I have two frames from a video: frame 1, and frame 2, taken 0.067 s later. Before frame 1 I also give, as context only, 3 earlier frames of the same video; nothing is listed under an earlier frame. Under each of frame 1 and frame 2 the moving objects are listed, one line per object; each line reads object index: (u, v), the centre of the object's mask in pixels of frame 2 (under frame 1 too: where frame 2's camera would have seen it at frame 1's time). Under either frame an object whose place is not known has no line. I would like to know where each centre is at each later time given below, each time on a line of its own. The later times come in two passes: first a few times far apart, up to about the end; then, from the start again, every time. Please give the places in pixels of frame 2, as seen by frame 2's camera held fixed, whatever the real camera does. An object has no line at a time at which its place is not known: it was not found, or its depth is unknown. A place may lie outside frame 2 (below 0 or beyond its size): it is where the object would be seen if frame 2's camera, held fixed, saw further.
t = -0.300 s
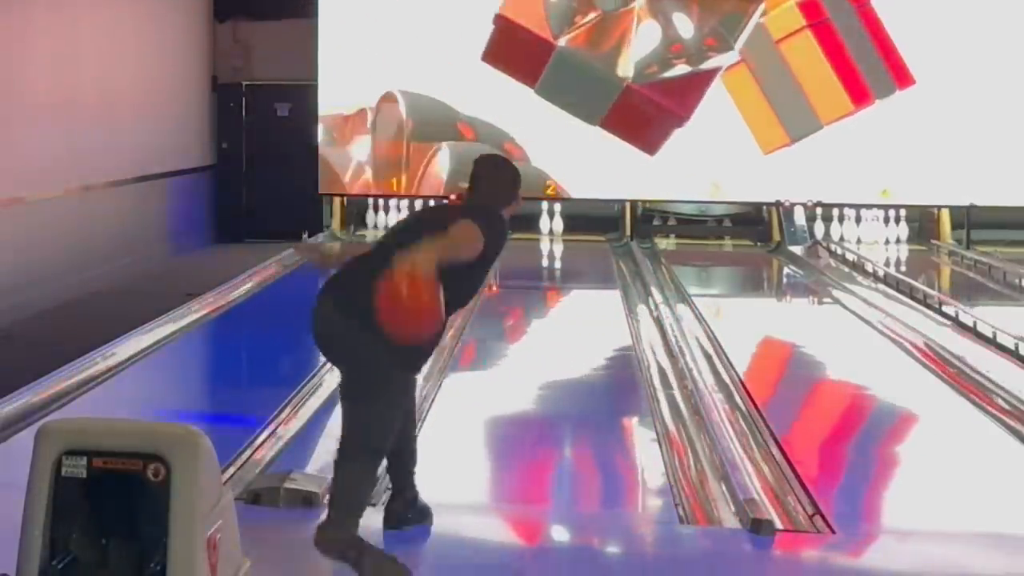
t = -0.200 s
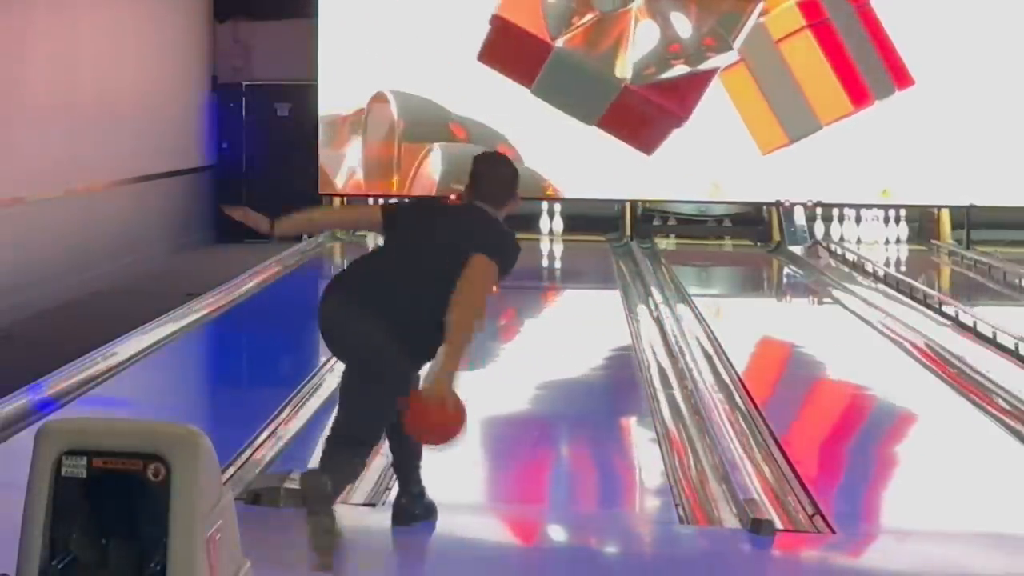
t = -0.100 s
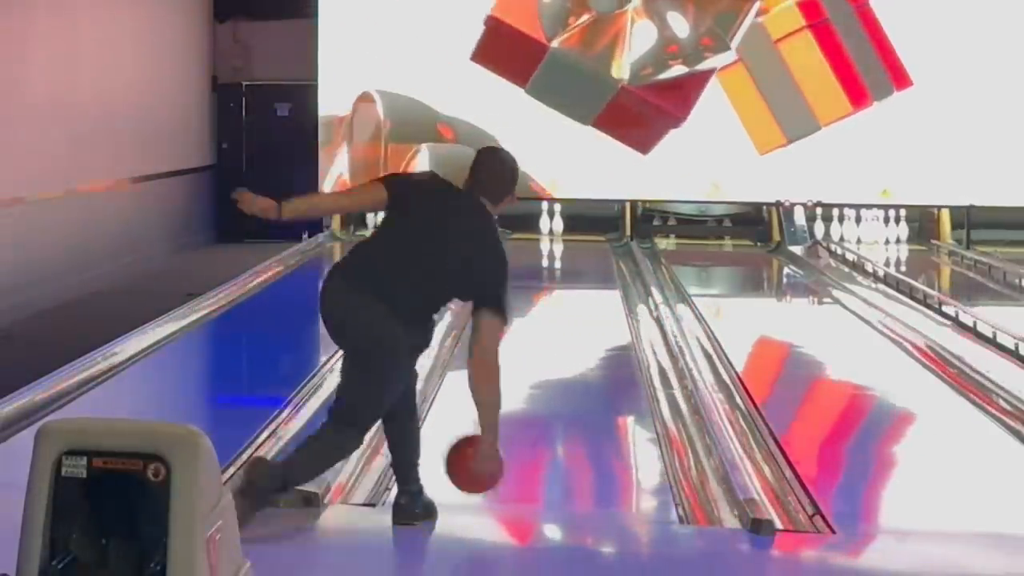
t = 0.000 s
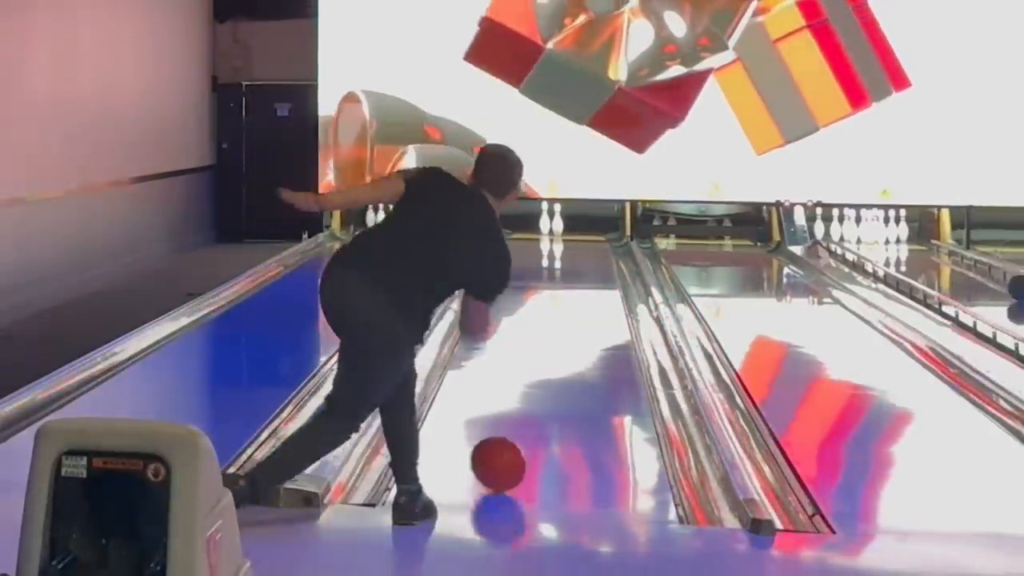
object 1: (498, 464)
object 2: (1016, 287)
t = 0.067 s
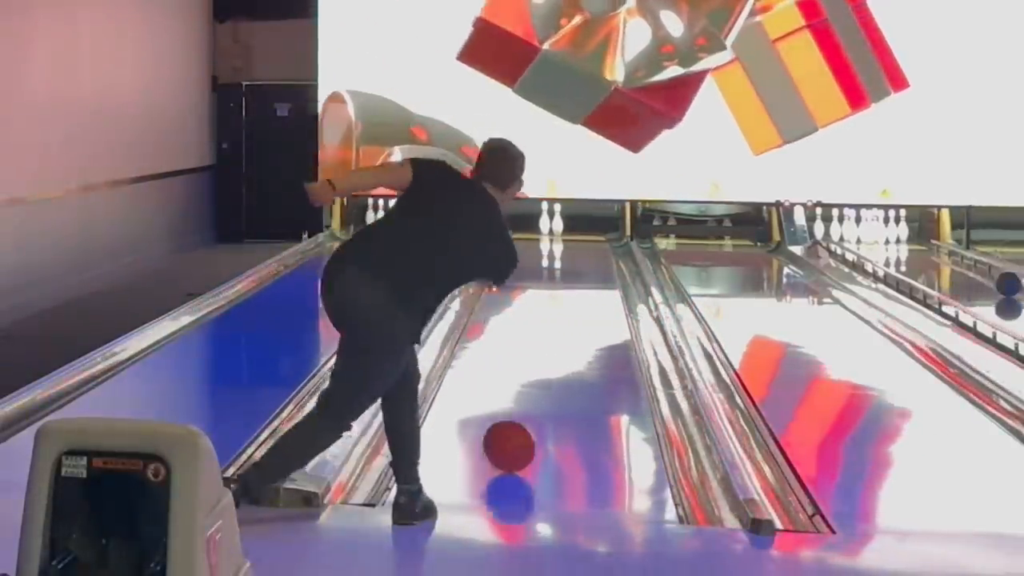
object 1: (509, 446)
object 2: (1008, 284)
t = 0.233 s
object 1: (532, 408)
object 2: (980, 275)
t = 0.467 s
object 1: (556, 366)
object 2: (944, 264)
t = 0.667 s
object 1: (570, 339)
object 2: (916, 255)
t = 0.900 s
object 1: (582, 314)
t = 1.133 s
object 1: (590, 294)
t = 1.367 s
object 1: (595, 276)
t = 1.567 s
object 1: (596, 265)
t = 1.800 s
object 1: (594, 254)
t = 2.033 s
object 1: (588, 243)
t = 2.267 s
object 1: (579, 235)
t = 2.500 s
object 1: (569, 227)
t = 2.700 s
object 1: (574, 224)
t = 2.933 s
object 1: (579, 230)
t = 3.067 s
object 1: (580, 230)
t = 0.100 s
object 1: (514, 438)
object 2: (1003, 282)
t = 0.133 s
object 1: (519, 430)
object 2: (997, 280)
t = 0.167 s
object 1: (524, 423)
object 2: (991, 278)
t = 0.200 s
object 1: (528, 415)
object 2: (986, 277)
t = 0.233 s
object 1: (532, 408)
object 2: (980, 275)
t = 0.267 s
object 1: (536, 401)
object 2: (975, 273)
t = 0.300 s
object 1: (540, 395)
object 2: (970, 272)
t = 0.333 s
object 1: (543, 389)
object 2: (964, 270)
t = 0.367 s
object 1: (547, 383)
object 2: (959, 268)
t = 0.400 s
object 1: (550, 377)
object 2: (954, 267)
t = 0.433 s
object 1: (553, 372)
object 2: (950, 265)
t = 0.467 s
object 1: (556, 366)
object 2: (944, 264)
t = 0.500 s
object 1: (559, 361)
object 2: (940, 262)
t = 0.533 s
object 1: (561, 357)
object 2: (935, 260)
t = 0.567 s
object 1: (564, 352)
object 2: (930, 260)
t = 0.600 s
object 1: (566, 348)
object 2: (925, 258)
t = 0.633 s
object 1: (568, 344)
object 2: (921, 257)
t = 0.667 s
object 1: (570, 339)
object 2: (916, 255)
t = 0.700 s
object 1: (572, 336)
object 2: (911, 254)
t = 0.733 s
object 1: (574, 331)
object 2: (907, 253)
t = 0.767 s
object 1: (576, 328)
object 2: (903, 252)
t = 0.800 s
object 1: (578, 324)
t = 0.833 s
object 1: (580, 320)
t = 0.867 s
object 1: (581, 317)
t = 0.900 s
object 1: (582, 314)
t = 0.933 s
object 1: (584, 310)
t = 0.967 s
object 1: (585, 307)
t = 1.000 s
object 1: (586, 304)
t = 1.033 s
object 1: (587, 301)
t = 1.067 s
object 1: (588, 298)
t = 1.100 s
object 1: (589, 296)
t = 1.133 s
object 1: (590, 294)
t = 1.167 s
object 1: (591, 291)
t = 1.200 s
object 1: (592, 288)
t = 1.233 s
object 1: (593, 286)
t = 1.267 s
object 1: (594, 283)
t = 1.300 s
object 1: (594, 281)
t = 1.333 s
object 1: (595, 279)
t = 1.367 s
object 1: (595, 276)
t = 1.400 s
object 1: (595, 275)
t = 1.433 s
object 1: (596, 273)
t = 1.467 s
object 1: (596, 271)
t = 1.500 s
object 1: (596, 269)
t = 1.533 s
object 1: (596, 267)
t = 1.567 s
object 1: (596, 265)
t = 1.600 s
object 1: (596, 263)
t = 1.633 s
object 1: (596, 262)
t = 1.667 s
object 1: (596, 260)
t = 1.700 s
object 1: (595, 259)
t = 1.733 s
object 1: (595, 257)
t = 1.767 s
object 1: (595, 255)
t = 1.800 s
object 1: (594, 254)
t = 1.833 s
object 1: (593, 252)
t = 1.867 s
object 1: (593, 251)
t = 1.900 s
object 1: (592, 249)
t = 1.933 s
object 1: (590, 248)
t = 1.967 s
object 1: (590, 246)
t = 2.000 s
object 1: (589, 245)
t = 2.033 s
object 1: (588, 243)
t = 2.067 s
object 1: (587, 242)
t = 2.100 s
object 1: (585, 240)
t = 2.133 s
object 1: (585, 239)
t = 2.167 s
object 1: (583, 238)
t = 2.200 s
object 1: (582, 237)
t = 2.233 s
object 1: (581, 236)
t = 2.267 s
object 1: (579, 235)
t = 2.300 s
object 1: (577, 234)
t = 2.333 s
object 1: (576, 233)
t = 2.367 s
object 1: (574, 232)
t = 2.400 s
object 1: (573, 230)
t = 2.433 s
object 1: (572, 230)
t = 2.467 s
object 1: (570, 229)
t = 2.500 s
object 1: (569, 227)
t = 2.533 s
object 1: (568, 226)
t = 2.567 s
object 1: (570, 226)
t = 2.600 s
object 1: (571, 225)
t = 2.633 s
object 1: (572, 224)
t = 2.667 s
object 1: (573, 224)
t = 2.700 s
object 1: (574, 224)
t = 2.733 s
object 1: (575, 224)
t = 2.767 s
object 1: (577, 224)
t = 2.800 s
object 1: (578, 225)
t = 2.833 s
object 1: (579, 230)
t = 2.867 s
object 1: (579, 230)
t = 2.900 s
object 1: (580, 230)
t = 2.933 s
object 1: (579, 230)
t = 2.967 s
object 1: (579, 230)
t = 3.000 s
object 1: (580, 231)
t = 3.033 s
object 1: (580, 231)
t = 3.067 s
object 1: (580, 230)
